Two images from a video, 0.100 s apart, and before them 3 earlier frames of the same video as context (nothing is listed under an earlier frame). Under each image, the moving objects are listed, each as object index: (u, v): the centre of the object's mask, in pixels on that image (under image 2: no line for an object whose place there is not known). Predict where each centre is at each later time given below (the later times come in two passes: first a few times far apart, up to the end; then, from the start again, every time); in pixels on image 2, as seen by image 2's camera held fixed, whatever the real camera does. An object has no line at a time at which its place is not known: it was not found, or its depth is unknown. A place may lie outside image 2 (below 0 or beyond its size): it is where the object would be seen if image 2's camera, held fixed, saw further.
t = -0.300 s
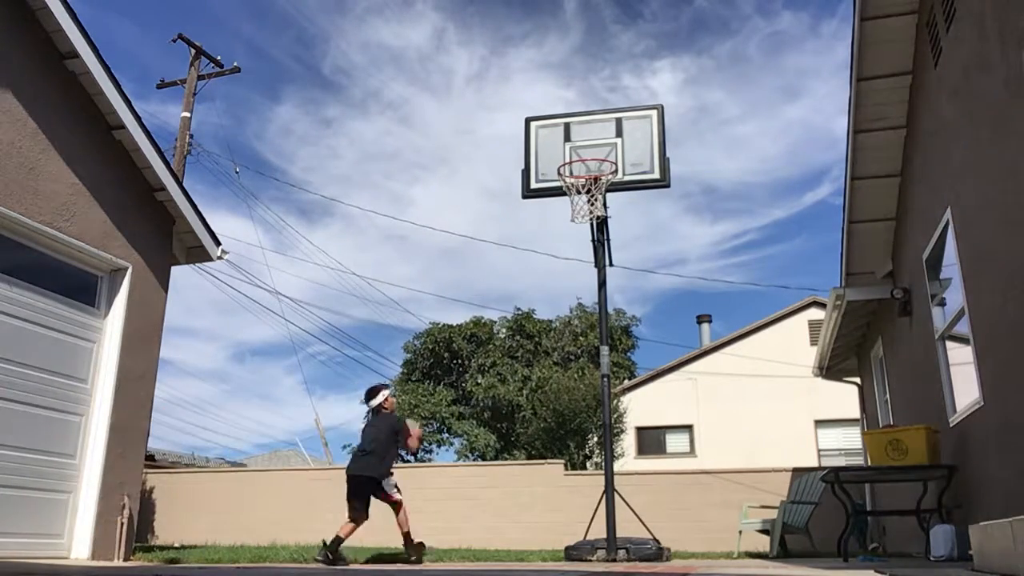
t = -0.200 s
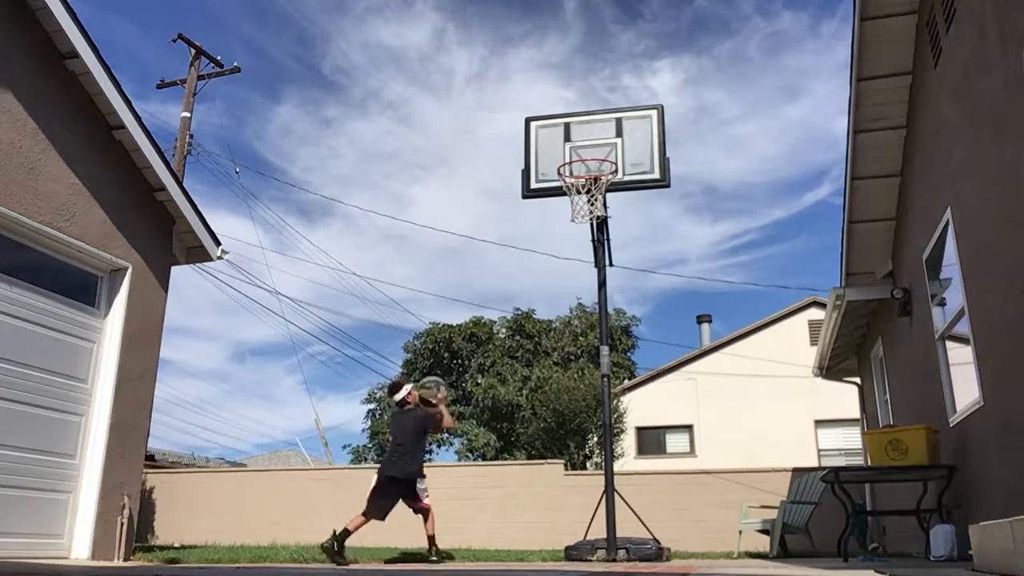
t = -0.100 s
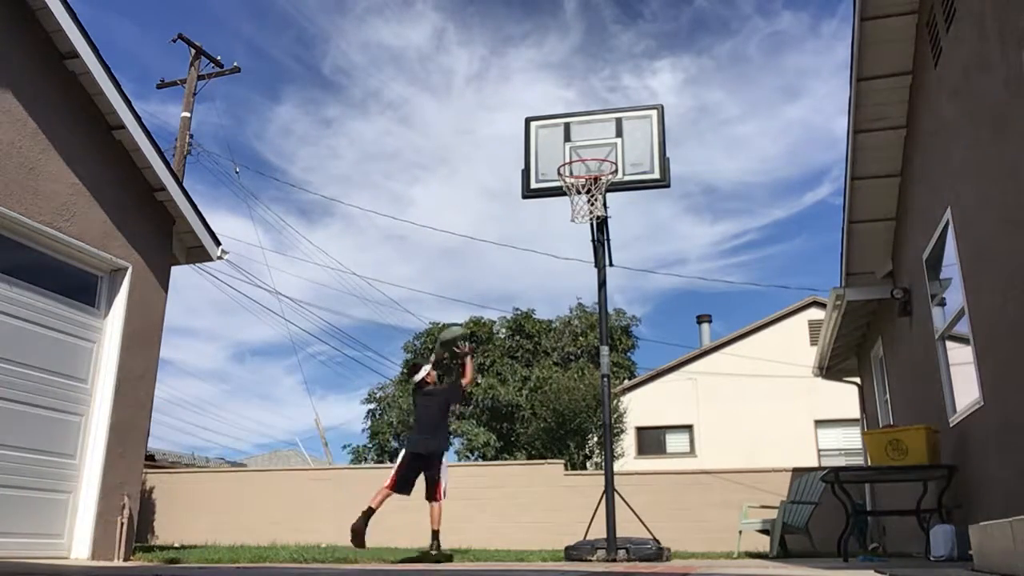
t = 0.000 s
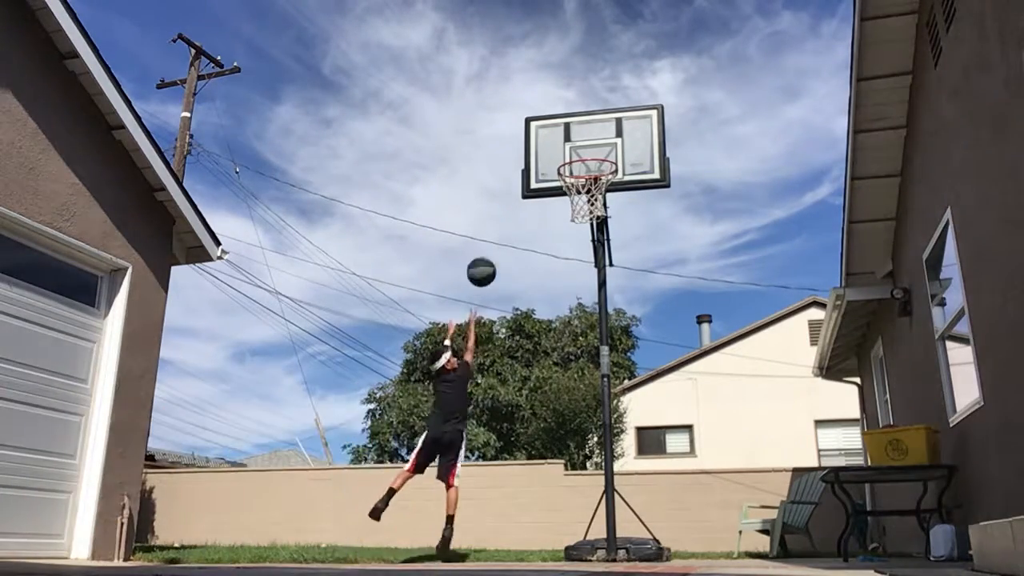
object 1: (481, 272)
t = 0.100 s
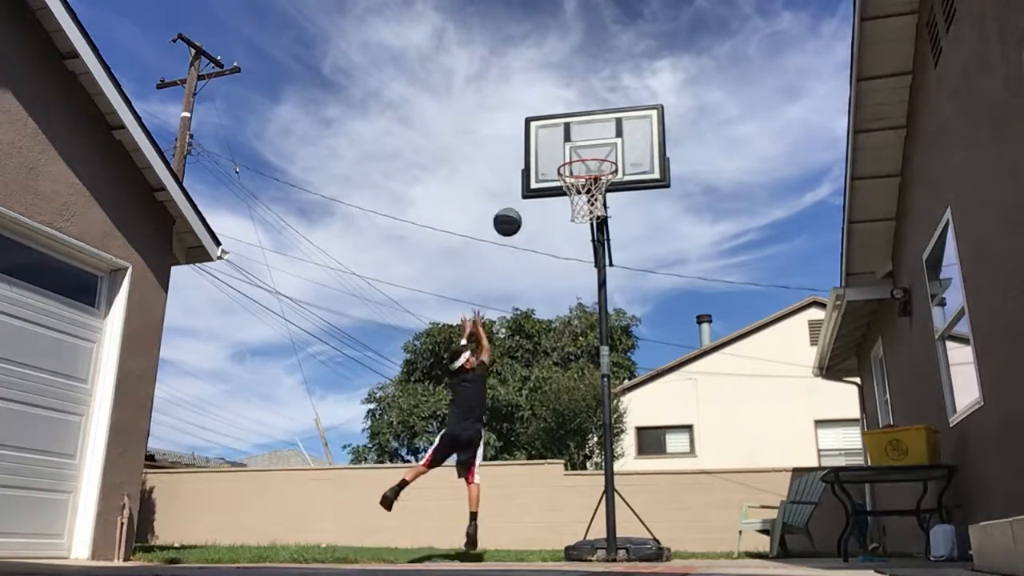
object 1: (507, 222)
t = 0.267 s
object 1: (547, 172)
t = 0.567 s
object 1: (580, 162)
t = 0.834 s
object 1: (593, 202)
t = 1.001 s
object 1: (591, 241)
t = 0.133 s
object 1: (515, 209)
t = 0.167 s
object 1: (523, 197)
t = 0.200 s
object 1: (531, 187)
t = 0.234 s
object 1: (539, 178)
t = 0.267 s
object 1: (547, 172)
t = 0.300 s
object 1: (554, 165)
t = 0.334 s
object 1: (558, 160)
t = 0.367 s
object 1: (561, 155)
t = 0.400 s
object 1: (565, 154)
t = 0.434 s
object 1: (568, 153)
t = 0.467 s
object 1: (571, 153)
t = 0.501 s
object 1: (573, 152)
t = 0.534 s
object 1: (578, 158)
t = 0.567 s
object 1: (580, 162)
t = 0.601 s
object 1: (584, 169)
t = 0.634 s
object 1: (585, 174)
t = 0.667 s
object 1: (590, 182)
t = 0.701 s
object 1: (590, 188)
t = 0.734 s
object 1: (592, 191)
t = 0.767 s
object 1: (593, 193)
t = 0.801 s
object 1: (594, 198)
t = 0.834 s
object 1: (593, 202)
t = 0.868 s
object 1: (593, 204)
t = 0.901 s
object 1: (589, 218)
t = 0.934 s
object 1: (591, 223)
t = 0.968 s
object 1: (591, 231)
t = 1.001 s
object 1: (591, 241)
